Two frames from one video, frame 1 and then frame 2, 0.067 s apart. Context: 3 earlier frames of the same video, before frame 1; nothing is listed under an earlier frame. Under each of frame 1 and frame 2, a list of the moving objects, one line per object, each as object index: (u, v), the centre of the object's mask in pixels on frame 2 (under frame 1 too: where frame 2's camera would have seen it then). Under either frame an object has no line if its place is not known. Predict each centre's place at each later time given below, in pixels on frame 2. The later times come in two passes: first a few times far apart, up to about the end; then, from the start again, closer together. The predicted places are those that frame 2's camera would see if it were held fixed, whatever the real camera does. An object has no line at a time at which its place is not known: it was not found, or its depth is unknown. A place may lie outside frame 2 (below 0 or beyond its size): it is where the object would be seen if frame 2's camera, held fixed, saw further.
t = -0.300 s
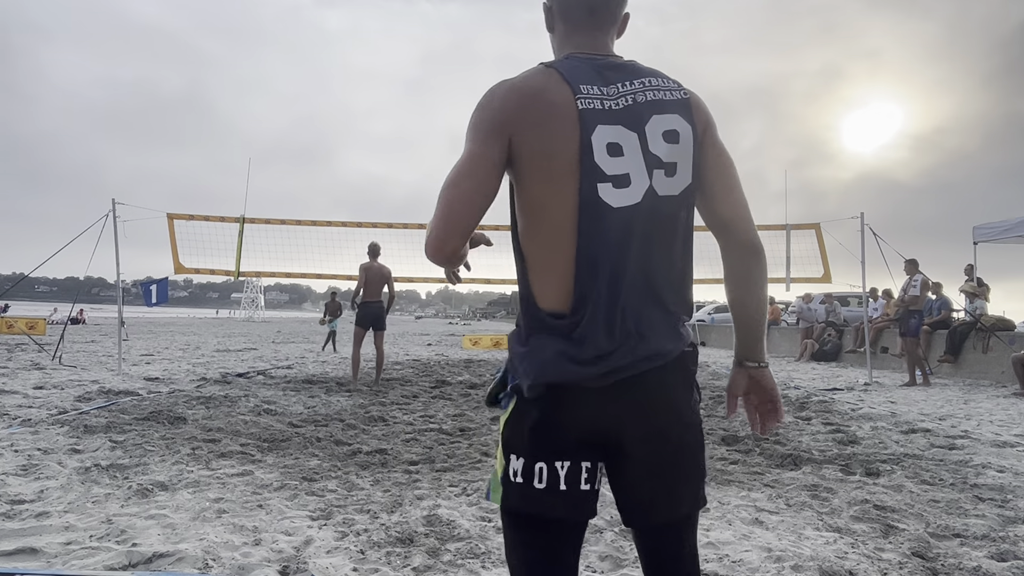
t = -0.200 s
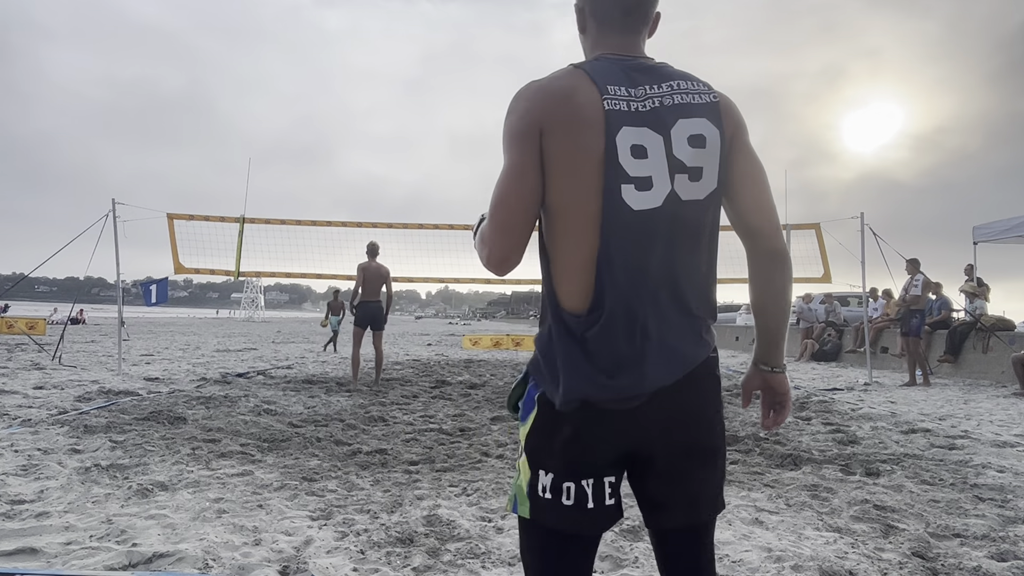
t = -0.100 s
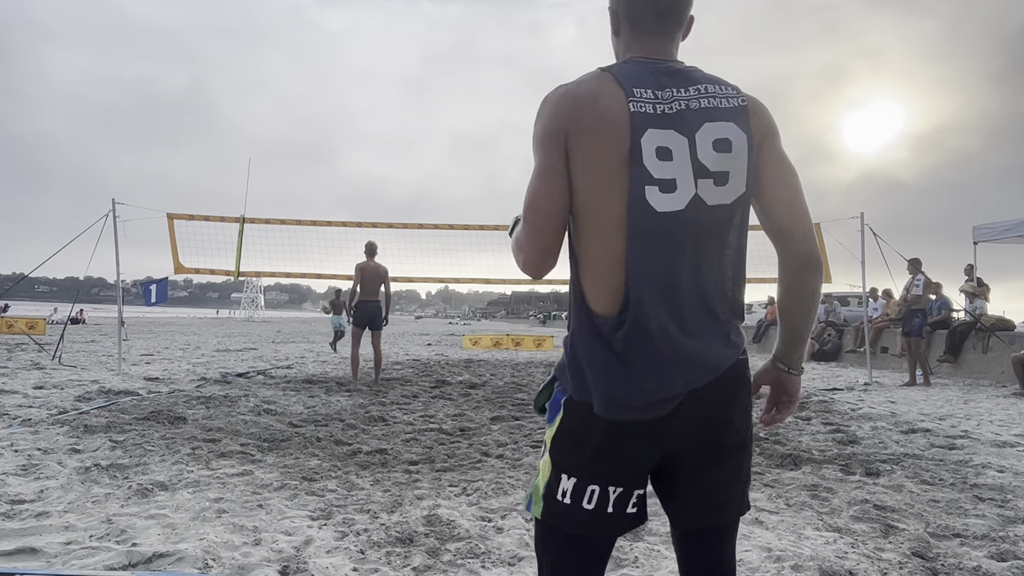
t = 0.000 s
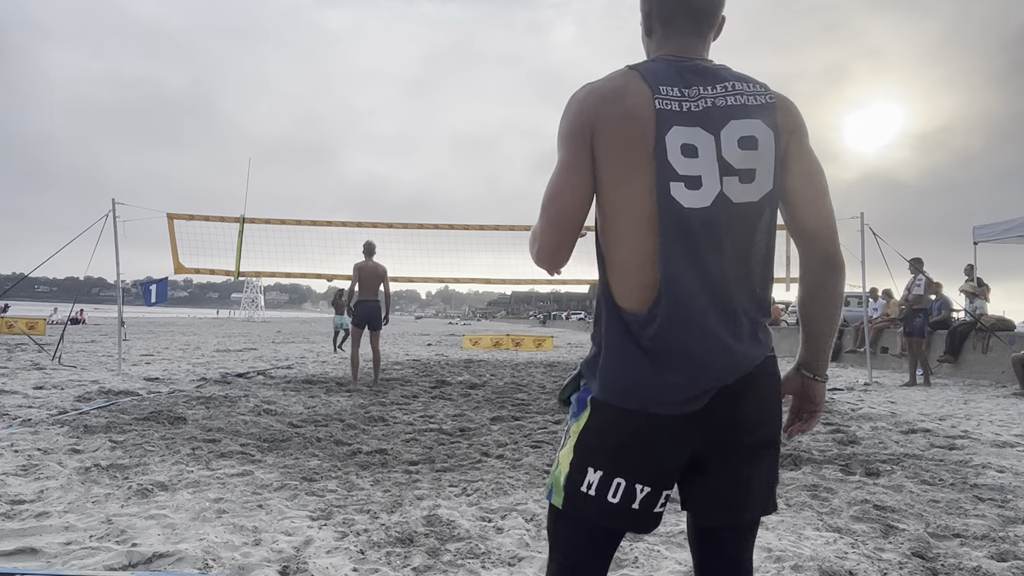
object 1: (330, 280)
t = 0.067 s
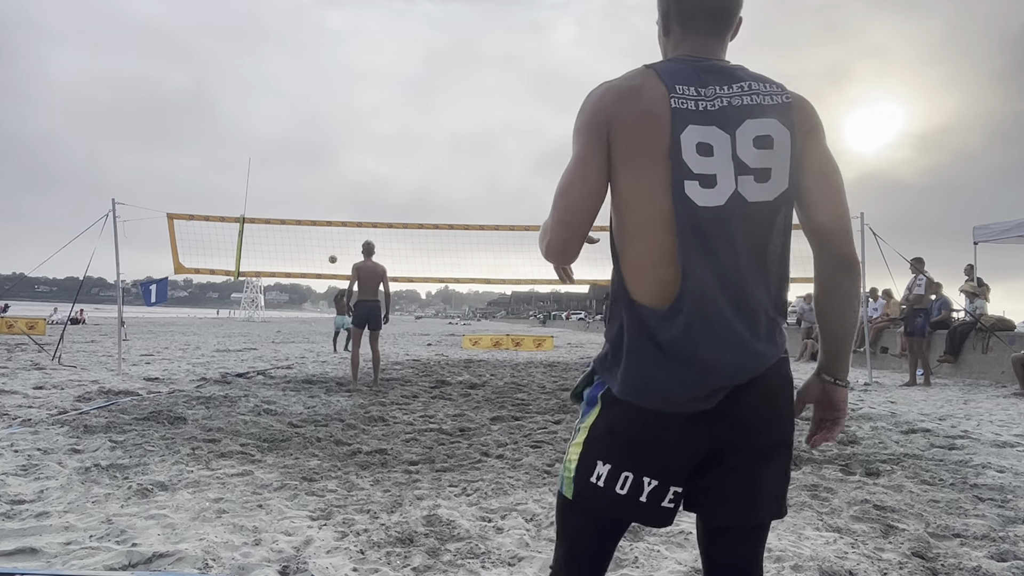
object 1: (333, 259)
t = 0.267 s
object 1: (342, 210)
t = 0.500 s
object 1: (355, 169)
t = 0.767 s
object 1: (374, 148)
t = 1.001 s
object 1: (393, 159)
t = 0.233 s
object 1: (341, 217)
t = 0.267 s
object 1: (342, 210)
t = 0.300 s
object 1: (344, 203)
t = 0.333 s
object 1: (346, 196)
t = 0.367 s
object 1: (348, 190)
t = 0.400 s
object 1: (349, 184)
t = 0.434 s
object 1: (351, 177)
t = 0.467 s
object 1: (353, 173)
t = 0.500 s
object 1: (355, 169)
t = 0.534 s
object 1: (358, 165)
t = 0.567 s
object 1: (360, 161)
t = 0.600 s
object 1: (362, 157)
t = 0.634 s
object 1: (364, 154)
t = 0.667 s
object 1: (366, 152)
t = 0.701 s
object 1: (369, 150)
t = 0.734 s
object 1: (371, 149)
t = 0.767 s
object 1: (374, 148)
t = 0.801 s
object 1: (376, 147)
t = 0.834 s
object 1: (379, 148)
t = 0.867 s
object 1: (382, 149)
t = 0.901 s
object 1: (384, 150)
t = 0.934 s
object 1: (387, 152)
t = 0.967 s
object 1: (390, 155)
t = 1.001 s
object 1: (393, 159)
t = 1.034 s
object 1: (396, 164)
